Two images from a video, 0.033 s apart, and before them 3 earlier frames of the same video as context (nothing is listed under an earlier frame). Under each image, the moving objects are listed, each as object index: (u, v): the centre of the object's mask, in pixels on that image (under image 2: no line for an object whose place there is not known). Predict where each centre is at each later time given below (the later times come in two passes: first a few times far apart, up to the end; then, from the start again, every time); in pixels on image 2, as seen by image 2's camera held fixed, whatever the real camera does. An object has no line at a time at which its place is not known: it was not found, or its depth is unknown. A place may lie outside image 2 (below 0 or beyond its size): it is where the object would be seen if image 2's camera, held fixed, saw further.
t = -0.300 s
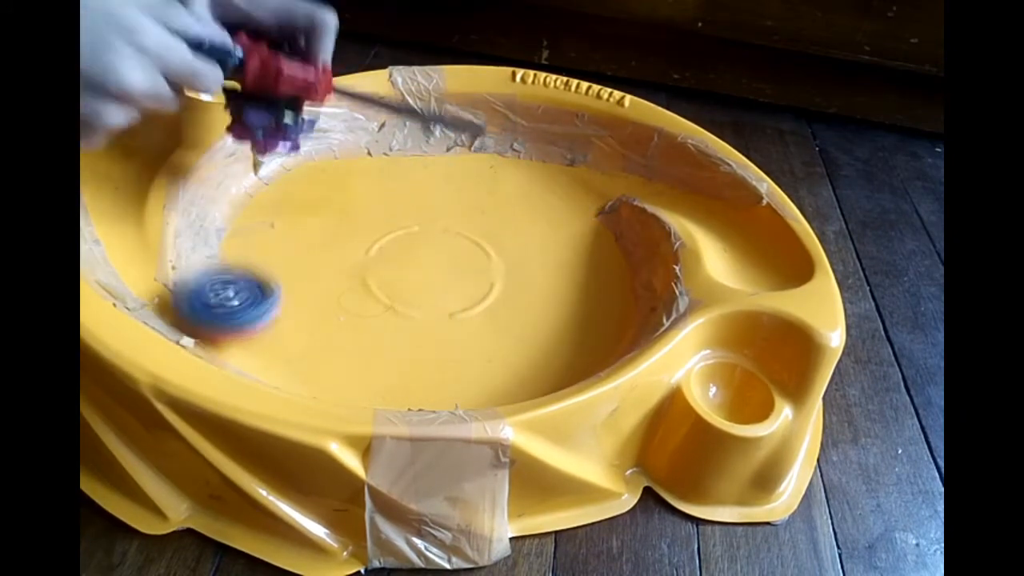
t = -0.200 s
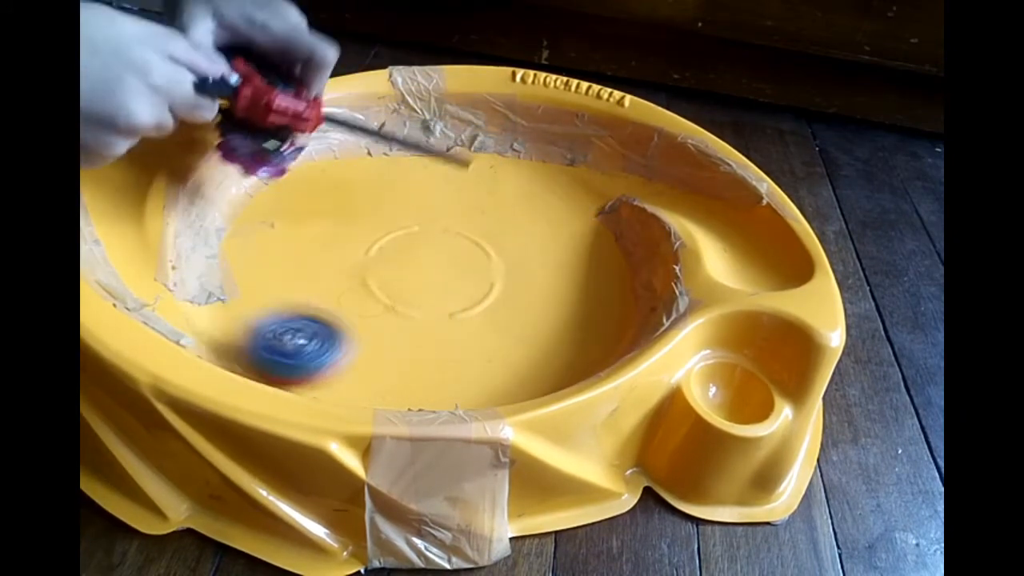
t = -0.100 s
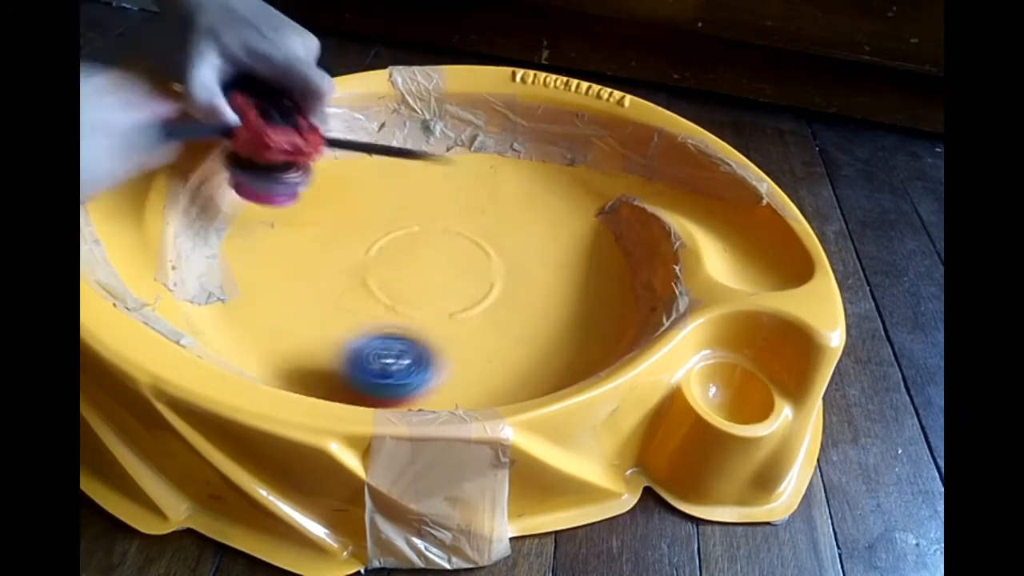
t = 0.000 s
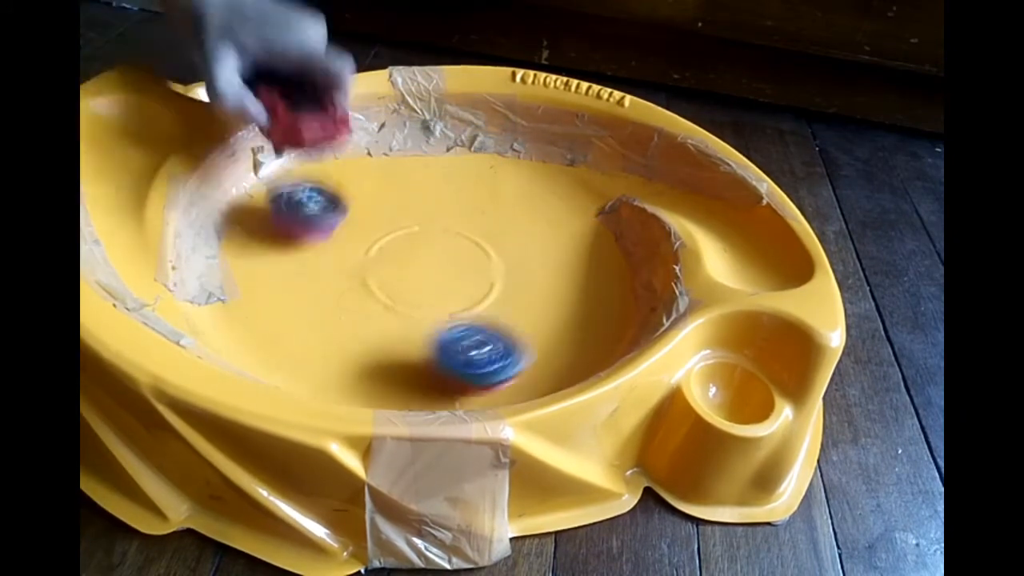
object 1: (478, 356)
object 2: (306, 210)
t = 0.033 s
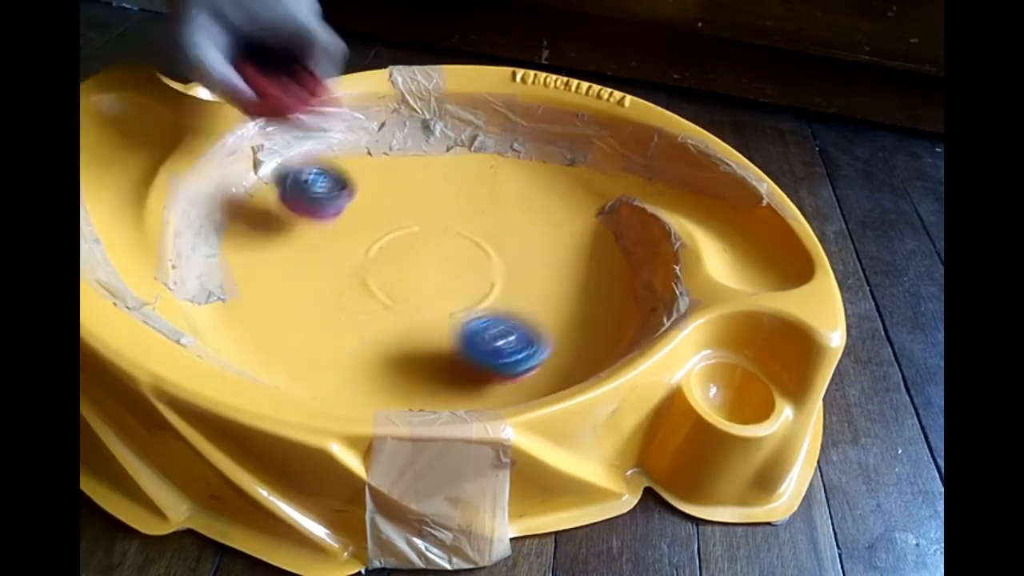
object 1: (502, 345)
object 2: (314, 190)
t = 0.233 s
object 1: (539, 263)
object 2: (343, 184)
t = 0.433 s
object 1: (478, 191)
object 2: (316, 160)
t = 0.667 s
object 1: (348, 157)
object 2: (268, 183)
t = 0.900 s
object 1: (270, 189)
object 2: (325, 272)
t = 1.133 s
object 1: (317, 261)
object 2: (508, 256)
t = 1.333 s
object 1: (447, 287)
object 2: (535, 170)
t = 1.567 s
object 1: (543, 245)
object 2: (412, 159)
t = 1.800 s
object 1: (553, 184)
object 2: (370, 281)
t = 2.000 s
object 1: (470, 165)
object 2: (524, 358)
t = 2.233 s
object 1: (394, 217)
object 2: (584, 241)
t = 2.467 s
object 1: (411, 285)
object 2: (417, 165)
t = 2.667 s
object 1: (468, 323)
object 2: (246, 197)
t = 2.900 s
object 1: (558, 302)
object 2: (338, 343)
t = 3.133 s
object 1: (519, 249)
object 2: (590, 326)
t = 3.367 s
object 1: (432, 226)
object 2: (569, 189)
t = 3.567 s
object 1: (374, 227)
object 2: (430, 137)
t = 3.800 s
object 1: (315, 252)
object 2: (259, 194)
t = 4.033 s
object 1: (384, 334)
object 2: (259, 264)
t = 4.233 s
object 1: (543, 345)
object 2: (246, 232)
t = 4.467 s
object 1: (589, 278)
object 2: (245, 214)
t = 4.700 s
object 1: (566, 233)
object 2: (337, 207)
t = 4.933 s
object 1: (505, 210)
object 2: (411, 172)
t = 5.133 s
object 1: (455, 218)
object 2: (405, 150)
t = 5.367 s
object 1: (429, 248)
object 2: (380, 159)
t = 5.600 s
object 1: (418, 281)
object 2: (422, 215)
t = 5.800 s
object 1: (438, 290)
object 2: (502, 251)
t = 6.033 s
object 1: (448, 281)
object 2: (583, 266)
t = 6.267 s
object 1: (425, 271)
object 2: (592, 239)
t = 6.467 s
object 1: (410, 264)
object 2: (532, 243)
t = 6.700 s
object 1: (362, 260)
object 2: (470, 266)
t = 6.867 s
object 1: (327, 264)
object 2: (447, 291)
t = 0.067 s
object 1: (520, 335)
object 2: (321, 180)
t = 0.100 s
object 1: (534, 321)
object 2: (328, 183)
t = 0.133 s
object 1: (541, 307)
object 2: (337, 198)
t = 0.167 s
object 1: (544, 291)
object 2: (340, 193)
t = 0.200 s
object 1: (544, 276)
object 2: (341, 183)
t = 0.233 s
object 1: (539, 263)
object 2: (343, 184)
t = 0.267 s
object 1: (533, 249)
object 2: (341, 176)
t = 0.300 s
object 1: (524, 236)
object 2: (339, 174)
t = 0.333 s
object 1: (515, 223)
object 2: (335, 170)
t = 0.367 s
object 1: (505, 211)
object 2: (330, 165)
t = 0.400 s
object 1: (492, 201)
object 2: (324, 162)
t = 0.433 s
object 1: (478, 191)
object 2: (316, 160)
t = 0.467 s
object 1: (462, 183)
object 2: (306, 157)
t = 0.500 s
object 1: (444, 175)
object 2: (298, 154)
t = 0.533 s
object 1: (424, 168)
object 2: (294, 157)
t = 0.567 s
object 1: (404, 163)
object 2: (291, 164)
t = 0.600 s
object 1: (384, 161)
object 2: (287, 169)
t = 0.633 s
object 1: (364, 159)
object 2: (282, 175)
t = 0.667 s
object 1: (348, 157)
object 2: (268, 183)
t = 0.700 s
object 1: (336, 158)
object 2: (256, 192)
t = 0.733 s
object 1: (323, 159)
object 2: (248, 204)
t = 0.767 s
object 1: (311, 163)
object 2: (246, 220)
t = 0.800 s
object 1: (300, 167)
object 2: (260, 233)
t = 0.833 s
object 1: (292, 171)
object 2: (275, 247)
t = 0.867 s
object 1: (281, 180)
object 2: (299, 260)
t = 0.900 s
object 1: (270, 189)
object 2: (325, 272)
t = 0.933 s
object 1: (264, 198)
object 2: (357, 280)
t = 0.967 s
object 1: (264, 208)
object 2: (390, 283)
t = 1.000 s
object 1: (268, 219)
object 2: (421, 283)
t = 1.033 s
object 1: (275, 230)
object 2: (448, 280)
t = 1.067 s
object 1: (285, 240)
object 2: (470, 275)
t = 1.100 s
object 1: (300, 251)
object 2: (490, 267)
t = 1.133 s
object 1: (317, 261)
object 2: (508, 256)
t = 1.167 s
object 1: (335, 269)
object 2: (520, 244)
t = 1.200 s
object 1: (357, 276)
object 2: (531, 230)
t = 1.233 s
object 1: (381, 281)
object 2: (539, 215)
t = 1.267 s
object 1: (402, 284)
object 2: (542, 200)
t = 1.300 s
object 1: (425, 287)
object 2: (540, 185)
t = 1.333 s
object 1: (447, 287)
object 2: (535, 170)
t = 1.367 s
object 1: (468, 284)
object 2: (524, 158)
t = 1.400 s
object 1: (485, 277)
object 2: (508, 147)
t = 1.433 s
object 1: (498, 272)
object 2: (493, 139)
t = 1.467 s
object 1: (511, 267)
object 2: (469, 137)
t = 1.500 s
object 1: (524, 261)
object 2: (450, 142)
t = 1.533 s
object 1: (534, 252)
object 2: (432, 148)
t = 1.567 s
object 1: (543, 245)
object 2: (412, 159)
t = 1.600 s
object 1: (553, 237)
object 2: (393, 174)
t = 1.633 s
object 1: (560, 229)
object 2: (375, 189)
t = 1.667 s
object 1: (566, 220)
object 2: (364, 206)
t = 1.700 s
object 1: (567, 210)
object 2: (359, 225)
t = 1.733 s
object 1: (566, 201)
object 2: (361, 245)
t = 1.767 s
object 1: (561, 192)
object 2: (366, 263)
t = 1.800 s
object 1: (553, 184)
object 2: (370, 281)
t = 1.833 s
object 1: (545, 177)
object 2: (379, 296)
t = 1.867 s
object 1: (533, 170)
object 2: (397, 314)
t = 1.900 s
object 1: (518, 166)
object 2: (422, 329)
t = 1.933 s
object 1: (502, 163)
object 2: (451, 343)
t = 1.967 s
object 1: (486, 163)
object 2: (484, 353)
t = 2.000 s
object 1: (470, 165)
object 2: (524, 358)
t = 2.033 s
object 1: (453, 168)
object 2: (558, 354)
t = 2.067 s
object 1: (438, 173)
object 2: (581, 340)
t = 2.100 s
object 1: (424, 180)
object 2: (595, 319)
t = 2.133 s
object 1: (412, 188)
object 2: (601, 298)
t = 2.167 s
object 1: (404, 198)
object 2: (600, 277)
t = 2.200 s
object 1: (398, 207)
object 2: (595, 259)
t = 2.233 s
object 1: (394, 217)
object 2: (584, 241)
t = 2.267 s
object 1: (394, 226)
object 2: (568, 224)
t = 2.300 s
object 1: (396, 234)
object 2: (547, 209)
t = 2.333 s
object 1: (401, 242)
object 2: (524, 197)
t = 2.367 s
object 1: (404, 252)
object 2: (500, 187)
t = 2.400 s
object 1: (407, 263)
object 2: (475, 178)
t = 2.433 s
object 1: (409, 275)
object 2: (448, 171)
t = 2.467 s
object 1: (411, 285)
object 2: (417, 165)
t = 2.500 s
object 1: (415, 294)
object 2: (387, 162)
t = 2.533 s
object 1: (420, 300)
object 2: (356, 162)
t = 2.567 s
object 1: (429, 307)
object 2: (325, 164)
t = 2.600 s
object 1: (440, 314)
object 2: (290, 168)
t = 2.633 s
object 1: (452, 319)
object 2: (261, 176)
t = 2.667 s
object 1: (468, 323)
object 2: (246, 197)
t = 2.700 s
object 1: (483, 326)
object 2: (236, 219)
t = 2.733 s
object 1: (500, 328)
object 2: (232, 240)
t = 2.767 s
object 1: (516, 327)
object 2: (242, 263)
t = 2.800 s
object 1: (530, 323)
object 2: (255, 284)
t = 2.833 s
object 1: (542, 318)
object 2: (277, 305)
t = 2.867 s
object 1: (551, 311)
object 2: (304, 325)
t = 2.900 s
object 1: (558, 302)
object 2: (338, 343)
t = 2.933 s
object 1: (561, 294)
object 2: (377, 358)
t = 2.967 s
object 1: (560, 285)
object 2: (418, 366)
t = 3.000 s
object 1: (556, 277)
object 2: (461, 370)
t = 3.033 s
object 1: (550, 270)
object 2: (502, 369)
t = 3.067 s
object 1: (541, 263)
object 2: (542, 359)
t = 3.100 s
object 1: (531, 256)
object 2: (569, 346)
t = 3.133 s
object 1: (519, 249)
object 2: (590, 326)
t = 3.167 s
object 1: (506, 242)
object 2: (603, 305)
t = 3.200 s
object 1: (495, 237)
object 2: (609, 284)
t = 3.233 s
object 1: (485, 233)
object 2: (610, 264)
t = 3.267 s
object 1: (473, 231)
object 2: (607, 245)
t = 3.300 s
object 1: (460, 228)
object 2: (600, 226)
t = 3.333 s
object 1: (446, 225)
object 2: (586, 207)
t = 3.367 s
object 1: (432, 226)
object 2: (569, 189)
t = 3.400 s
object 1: (421, 227)
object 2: (551, 175)
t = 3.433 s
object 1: (412, 228)
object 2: (529, 161)
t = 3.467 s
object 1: (403, 229)
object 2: (506, 151)
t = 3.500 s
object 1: (393, 228)
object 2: (485, 143)
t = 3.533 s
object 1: (383, 229)
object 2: (459, 136)
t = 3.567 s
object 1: (374, 227)
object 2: (430, 137)
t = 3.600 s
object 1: (366, 227)
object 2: (403, 140)
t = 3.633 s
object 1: (358, 228)
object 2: (379, 146)
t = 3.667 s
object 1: (351, 230)
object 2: (354, 153)
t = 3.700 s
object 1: (341, 233)
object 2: (331, 163)
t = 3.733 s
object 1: (329, 236)
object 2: (308, 174)
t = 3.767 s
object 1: (320, 241)
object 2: (287, 187)
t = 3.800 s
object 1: (315, 252)
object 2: (259, 194)
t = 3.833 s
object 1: (312, 265)
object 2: (244, 198)
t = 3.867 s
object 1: (312, 277)
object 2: (237, 210)
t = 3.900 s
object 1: (315, 288)
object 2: (234, 228)
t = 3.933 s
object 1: (324, 297)
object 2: (240, 243)
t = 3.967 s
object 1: (334, 305)
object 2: (250, 257)
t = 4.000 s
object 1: (349, 313)
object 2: (263, 268)
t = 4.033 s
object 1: (384, 334)
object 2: (259, 264)
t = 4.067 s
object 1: (422, 351)
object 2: (254, 260)
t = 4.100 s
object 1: (456, 363)
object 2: (253, 254)
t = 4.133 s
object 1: (486, 370)
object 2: (249, 250)
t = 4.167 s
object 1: (510, 368)
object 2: (249, 244)
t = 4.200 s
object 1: (529, 357)
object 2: (247, 238)
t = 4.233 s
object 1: (543, 345)
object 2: (246, 232)
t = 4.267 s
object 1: (556, 333)
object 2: (243, 227)
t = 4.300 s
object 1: (567, 323)
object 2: (242, 221)
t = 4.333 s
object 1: (576, 314)
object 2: (240, 216)
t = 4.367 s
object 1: (582, 304)
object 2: (239, 213)
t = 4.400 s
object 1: (586, 295)
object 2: (237, 213)
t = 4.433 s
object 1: (588, 286)
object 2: (241, 213)
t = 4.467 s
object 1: (589, 278)
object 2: (245, 214)
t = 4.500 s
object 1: (588, 270)
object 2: (253, 215)
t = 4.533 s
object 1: (586, 264)
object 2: (265, 214)
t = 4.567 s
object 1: (583, 257)
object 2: (278, 214)
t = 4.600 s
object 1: (580, 250)
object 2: (293, 214)
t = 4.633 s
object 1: (577, 244)
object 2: (307, 212)
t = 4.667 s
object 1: (572, 238)
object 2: (321, 211)
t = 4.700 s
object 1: (566, 233)
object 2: (337, 207)
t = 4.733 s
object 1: (560, 228)
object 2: (351, 202)
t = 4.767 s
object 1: (553, 224)
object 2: (365, 197)
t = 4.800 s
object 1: (544, 220)
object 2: (378, 192)
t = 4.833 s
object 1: (536, 217)
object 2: (389, 187)
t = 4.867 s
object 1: (526, 214)
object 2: (398, 182)
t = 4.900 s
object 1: (517, 212)
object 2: (405, 177)
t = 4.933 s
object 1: (505, 210)
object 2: (411, 172)
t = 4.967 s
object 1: (494, 209)
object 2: (414, 169)
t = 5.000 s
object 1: (481, 208)
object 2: (417, 166)
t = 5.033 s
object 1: (472, 208)
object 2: (418, 164)
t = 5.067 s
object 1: (468, 210)
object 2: (414, 159)
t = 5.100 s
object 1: (462, 214)
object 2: (409, 154)
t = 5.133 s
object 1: (455, 218)
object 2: (405, 150)
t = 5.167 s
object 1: (450, 222)
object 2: (400, 147)
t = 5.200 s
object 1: (445, 226)
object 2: (395, 145)
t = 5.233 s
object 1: (441, 231)
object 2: (392, 145)
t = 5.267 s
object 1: (437, 235)
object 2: (388, 146)
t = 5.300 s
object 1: (434, 239)
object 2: (385, 149)
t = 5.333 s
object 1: (432, 244)
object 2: (381, 153)
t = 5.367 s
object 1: (429, 248)
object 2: (380, 159)
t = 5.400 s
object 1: (428, 254)
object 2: (379, 167)
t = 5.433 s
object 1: (425, 259)
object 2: (380, 176)
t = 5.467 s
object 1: (423, 264)
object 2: (385, 185)
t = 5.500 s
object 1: (421, 269)
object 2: (393, 194)
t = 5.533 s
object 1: (421, 274)
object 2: (402, 203)
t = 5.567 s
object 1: (420, 277)
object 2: (411, 209)
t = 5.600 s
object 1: (418, 281)
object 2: (422, 215)
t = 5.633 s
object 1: (417, 282)
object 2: (435, 221)
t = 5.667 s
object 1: (420, 283)
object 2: (450, 228)
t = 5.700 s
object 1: (424, 284)
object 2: (463, 235)
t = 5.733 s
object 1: (429, 286)
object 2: (476, 241)
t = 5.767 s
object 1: (434, 287)
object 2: (489, 245)
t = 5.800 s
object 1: (438, 290)
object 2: (502, 251)
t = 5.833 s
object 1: (441, 292)
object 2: (514, 258)
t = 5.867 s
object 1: (445, 292)
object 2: (526, 261)
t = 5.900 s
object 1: (448, 292)
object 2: (540, 261)
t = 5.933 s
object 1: (453, 291)
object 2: (552, 262)
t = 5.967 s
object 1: (454, 288)
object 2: (562, 264)
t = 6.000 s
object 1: (453, 285)
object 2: (573, 266)
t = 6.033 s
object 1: (448, 281)
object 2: (583, 266)
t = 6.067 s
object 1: (445, 279)
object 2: (591, 264)
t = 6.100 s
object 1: (440, 278)
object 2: (598, 261)
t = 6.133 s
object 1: (437, 277)
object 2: (602, 257)
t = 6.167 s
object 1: (433, 276)
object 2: (603, 252)
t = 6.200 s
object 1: (430, 274)
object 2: (603, 246)
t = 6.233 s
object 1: (428, 273)
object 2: (598, 242)
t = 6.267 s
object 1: (425, 271)
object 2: (592, 239)
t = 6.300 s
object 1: (423, 269)
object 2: (583, 238)
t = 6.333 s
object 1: (421, 267)
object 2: (574, 237)
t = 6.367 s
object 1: (419, 266)
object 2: (564, 238)
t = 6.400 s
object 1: (416, 265)
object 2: (553, 239)
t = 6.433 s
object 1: (413, 264)
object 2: (542, 241)
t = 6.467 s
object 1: (410, 264)
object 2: (532, 243)
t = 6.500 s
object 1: (408, 263)
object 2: (521, 245)
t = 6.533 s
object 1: (405, 262)
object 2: (508, 246)
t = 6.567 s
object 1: (401, 261)
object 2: (498, 249)
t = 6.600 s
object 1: (398, 261)
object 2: (486, 254)
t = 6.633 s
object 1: (389, 261)
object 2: (478, 257)
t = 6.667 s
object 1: (374, 259)
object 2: (474, 261)
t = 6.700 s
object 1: (362, 260)
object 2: (470, 266)
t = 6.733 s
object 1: (352, 260)
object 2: (465, 272)
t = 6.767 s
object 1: (344, 260)
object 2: (459, 279)
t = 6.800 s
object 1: (337, 261)
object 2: (456, 286)
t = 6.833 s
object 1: (332, 262)
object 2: (452, 290)
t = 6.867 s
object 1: (327, 264)
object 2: (447, 291)
